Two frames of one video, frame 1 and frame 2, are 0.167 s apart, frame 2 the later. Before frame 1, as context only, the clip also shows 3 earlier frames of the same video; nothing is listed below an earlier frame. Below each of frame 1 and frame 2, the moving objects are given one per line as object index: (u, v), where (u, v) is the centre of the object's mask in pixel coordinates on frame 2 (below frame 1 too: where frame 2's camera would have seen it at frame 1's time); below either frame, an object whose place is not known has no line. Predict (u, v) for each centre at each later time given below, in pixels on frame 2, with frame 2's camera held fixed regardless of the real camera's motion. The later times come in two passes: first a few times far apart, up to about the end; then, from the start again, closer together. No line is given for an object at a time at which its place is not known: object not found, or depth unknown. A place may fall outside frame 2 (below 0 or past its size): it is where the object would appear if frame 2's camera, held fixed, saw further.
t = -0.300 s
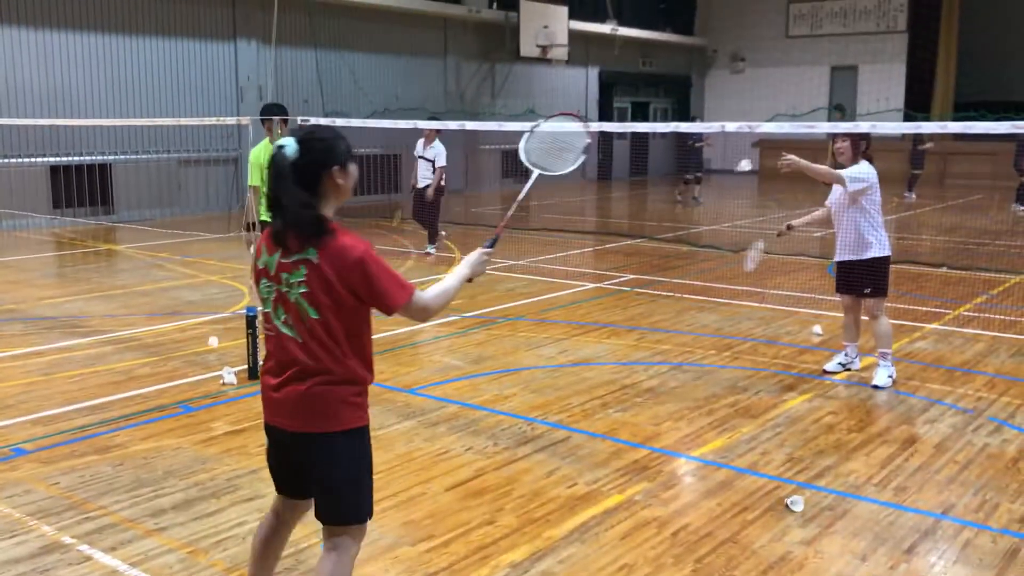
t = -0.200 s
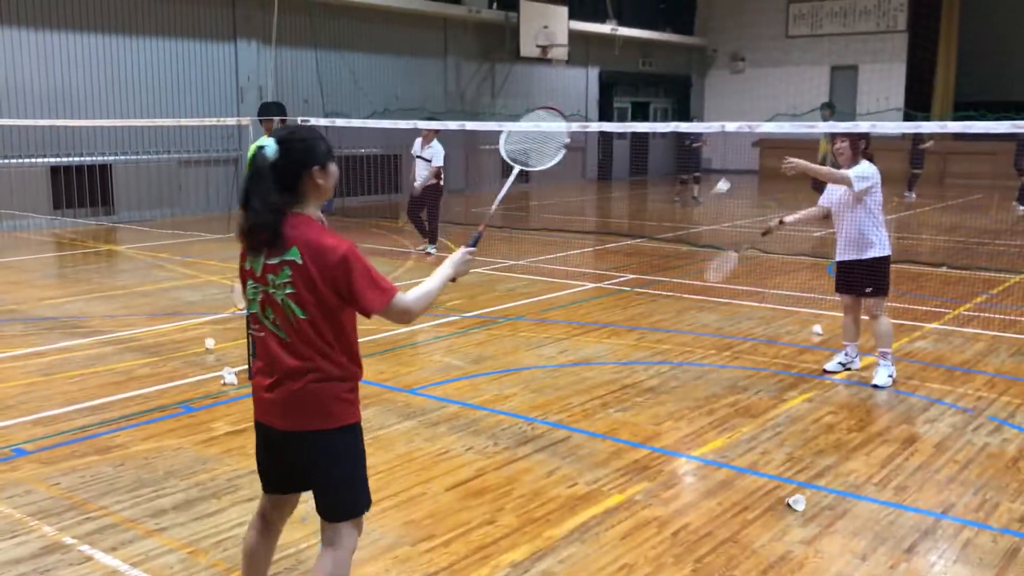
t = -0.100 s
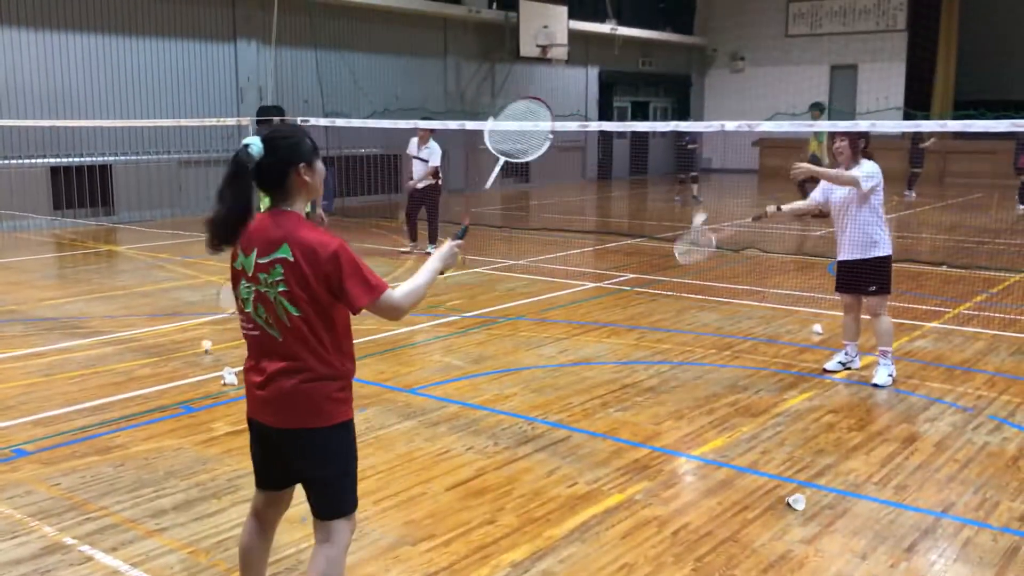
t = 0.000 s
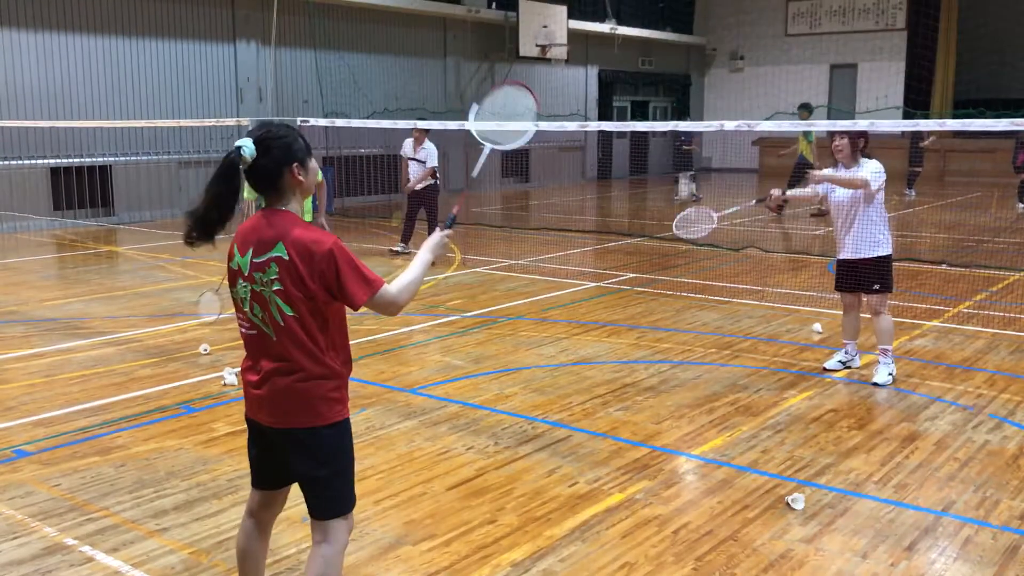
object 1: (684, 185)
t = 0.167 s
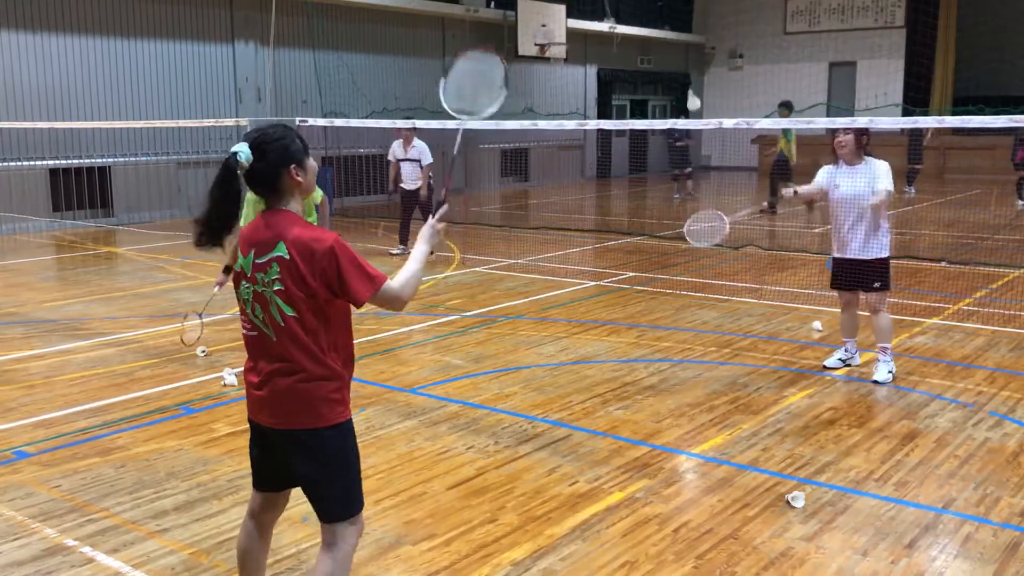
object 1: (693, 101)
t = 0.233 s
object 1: (691, 81)
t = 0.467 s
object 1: (687, 73)
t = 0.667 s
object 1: (683, 172)
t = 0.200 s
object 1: (692, 91)
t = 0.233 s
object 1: (691, 81)
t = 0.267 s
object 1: (690, 74)
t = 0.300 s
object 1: (689, 68)
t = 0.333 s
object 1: (688, 65)
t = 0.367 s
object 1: (688, 64)
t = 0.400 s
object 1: (687, 66)
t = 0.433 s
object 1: (686, 69)
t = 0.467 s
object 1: (687, 73)
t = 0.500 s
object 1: (690, 79)
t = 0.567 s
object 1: (692, 105)
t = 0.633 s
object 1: (687, 148)
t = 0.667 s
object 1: (683, 172)
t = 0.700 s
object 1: (680, 199)
